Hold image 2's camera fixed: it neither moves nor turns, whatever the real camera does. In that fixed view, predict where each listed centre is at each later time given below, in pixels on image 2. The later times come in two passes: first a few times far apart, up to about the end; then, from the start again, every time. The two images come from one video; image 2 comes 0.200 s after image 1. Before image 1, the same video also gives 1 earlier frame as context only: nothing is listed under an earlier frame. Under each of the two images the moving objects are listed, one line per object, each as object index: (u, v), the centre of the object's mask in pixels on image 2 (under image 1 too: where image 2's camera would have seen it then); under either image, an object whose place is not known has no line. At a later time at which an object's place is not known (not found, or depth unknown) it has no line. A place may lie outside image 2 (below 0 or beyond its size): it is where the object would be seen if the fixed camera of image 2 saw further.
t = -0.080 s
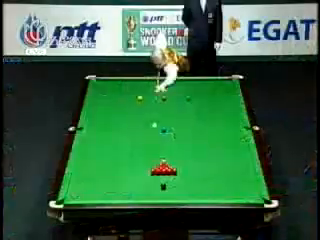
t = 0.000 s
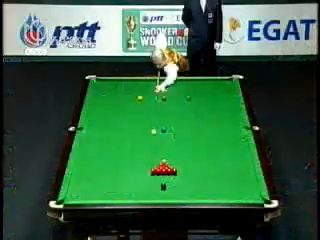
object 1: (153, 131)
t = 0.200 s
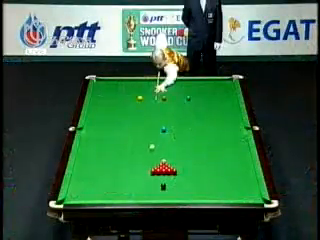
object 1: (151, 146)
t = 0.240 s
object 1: (151, 150)
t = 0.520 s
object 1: (144, 172)
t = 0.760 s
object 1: (120, 185)
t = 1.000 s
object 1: (97, 197)
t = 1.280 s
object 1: (71, 191)
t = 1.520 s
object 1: (90, 182)
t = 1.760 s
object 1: (106, 174)
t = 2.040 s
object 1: (123, 165)
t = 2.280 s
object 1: (137, 158)
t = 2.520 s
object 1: (149, 151)
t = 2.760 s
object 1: (161, 145)
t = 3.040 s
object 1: (174, 138)
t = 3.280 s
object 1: (184, 133)
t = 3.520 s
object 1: (195, 128)
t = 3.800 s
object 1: (205, 122)
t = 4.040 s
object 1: (213, 118)
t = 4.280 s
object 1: (221, 114)
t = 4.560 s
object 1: (230, 109)
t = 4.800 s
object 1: (236, 105)
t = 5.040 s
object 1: (232, 102)
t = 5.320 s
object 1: (227, 99)
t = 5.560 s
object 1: (223, 97)
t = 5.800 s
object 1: (219, 95)
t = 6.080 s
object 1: (216, 92)
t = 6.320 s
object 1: (212, 91)
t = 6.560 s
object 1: (210, 89)
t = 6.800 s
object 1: (207, 87)
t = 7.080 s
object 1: (204, 86)
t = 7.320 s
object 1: (202, 85)
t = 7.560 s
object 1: (200, 83)
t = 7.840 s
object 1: (198, 83)
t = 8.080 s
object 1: (197, 82)
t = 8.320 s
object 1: (195, 81)
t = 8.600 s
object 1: (194, 80)
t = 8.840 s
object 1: (193, 80)
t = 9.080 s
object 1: (192, 79)
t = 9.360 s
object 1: (192, 80)
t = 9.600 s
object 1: (192, 80)
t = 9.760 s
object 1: (192, 80)
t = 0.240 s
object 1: (151, 150)
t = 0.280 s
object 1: (150, 153)
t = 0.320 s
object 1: (150, 156)
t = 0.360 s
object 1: (150, 160)
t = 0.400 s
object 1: (149, 163)
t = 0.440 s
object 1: (149, 166)
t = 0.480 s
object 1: (147, 170)
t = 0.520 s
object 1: (144, 172)
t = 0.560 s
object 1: (139, 174)
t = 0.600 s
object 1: (135, 176)
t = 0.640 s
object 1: (132, 178)
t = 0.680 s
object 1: (128, 180)
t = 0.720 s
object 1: (124, 182)
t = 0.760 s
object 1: (120, 185)
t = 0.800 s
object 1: (116, 187)
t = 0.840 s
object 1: (112, 189)
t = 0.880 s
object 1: (108, 191)
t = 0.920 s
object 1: (105, 194)
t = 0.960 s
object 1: (100, 196)
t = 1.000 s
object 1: (97, 197)
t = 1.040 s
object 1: (92, 198)
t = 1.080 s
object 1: (88, 197)
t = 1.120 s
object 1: (83, 196)
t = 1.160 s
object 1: (79, 195)
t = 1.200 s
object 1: (75, 194)
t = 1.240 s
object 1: (71, 192)
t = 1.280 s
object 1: (71, 191)
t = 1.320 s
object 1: (75, 189)
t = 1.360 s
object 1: (78, 188)
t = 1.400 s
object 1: (81, 186)
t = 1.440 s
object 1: (84, 185)
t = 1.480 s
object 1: (87, 183)
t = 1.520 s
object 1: (90, 182)
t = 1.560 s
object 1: (92, 181)
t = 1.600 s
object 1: (95, 179)
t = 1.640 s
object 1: (98, 178)
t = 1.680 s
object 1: (100, 177)
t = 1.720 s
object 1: (103, 175)
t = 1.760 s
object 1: (106, 174)
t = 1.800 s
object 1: (108, 173)
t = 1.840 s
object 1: (111, 171)
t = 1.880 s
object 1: (113, 170)
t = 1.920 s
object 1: (115, 169)
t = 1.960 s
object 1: (118, 167)
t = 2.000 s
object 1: (121, 166)
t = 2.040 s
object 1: (123, 165)
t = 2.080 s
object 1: (125, 163)
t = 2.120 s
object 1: (128, 162)
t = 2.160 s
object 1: (130, 161)
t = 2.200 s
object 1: (132, 160)
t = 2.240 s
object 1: (134, 159)
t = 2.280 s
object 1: (137, 158)
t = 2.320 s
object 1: (139, 157)
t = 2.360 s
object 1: (141, 155)
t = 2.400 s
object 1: (143, 154)
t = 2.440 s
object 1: (146, 153)
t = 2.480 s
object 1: (147, 152)
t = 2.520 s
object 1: (149, 151)
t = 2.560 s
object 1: (151, 150)
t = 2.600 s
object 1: (153, 149)
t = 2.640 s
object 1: (156, 148)
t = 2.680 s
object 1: (157, 147)
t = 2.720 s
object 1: (159, 146)
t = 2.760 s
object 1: (161, 145)
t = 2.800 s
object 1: (163, 144)
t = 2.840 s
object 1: (165, 143)
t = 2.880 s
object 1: (167, 142)
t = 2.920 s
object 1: (169, 141)
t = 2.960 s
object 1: (171, 140)
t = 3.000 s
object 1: (172, 139)
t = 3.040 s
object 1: (174, 138)
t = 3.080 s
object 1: (176, 137)
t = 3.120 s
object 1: (178, 136)
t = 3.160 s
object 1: (180, 135)
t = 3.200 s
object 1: (181, 135)
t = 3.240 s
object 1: (183, 134)
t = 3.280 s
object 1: (184, 133)
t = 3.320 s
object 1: (186, 132)
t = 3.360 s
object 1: (188, 131)
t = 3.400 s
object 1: (190, 130)
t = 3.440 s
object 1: (191, 129)
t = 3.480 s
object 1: (193, 129)
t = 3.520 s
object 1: (195, 128)
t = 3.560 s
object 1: (196, 127)
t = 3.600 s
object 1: (198, 126)
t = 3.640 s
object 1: (199, 125)
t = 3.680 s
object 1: (201, 124)
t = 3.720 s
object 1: (202, 123)
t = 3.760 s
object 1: (203, 123)
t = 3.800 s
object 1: (205, 122)
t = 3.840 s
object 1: (206, 121)
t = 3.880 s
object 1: (208, 120)
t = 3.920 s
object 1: (209, 120)
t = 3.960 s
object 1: (211, 119)
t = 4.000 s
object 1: (212, 118)
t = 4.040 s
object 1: (213, 118)
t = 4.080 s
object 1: (215, 117)
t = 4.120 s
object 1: (216, 116)
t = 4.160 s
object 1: (218, 115)
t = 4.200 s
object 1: (219, 115)
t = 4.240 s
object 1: (220, 114)
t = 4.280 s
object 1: (221, 114)
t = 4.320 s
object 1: (223, 113)
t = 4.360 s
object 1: (224, 112)
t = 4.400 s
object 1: (225, 111)
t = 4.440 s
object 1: (227, 110)
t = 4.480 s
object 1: (228, 110)
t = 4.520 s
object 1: (229, 109)
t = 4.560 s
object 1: (230, 109)
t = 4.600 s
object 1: (231, 108)
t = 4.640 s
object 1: (233, 107)
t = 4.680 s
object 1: (234, 107)
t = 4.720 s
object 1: (235, 106)
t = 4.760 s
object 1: (236, 106)
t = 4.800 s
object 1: (236, 105)
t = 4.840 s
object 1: (235, 104)
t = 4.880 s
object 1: (235, 104)
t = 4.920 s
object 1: (234, 104)
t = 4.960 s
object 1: (233, 103)
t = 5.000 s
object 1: (232, 103)
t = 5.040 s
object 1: (232, 102)
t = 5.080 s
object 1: (231, 102)
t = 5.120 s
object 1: (230, 101)
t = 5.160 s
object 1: (230, 101)
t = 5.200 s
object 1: (229, 101)
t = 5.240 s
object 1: (228, 100)
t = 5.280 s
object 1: (228, 100)
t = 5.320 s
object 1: (227, 99)
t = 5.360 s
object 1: (226, 99)
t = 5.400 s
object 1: (226, 98)
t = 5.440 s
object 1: (225, 98)
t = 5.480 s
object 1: (224, 98)
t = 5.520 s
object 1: (224, 97)
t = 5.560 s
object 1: (223, 97)
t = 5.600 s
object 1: (222, 96)
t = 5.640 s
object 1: (222, 96)
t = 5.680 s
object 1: (221, 96)
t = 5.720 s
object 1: (221, 96)
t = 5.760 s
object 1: (220, 95)
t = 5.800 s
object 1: (219, 95)
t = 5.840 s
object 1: (219, 94)
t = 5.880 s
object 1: (218, 94)
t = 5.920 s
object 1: (218, 94)
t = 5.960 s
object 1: (217, 93)
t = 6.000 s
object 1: (217, 93)
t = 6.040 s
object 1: (216, 93)
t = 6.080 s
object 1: (216, 92)
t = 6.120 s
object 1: (215, 92)
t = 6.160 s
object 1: (214, 92)
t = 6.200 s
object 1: (214, 91)
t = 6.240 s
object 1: (214, 92)
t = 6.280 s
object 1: (213, 91)
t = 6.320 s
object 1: (212, 91)
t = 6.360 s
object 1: (212, 90)
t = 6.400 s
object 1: (211, 90)
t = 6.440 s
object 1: (211, 90)
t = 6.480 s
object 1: (210, 90)
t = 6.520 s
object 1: (210, 89)
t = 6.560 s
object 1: (210, 89)
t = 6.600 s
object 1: (209, 89)
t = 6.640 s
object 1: (209, 89)
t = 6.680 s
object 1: (208, 88)
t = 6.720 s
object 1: (208, 88)
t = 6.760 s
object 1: (208, 88)
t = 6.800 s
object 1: (207, 87)
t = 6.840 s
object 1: (207, 87)
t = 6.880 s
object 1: (206, 87)
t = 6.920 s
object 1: (206, 87)
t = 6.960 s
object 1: (206, 86)
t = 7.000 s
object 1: (205, 86)
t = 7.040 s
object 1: (204, 86)
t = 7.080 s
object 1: (204, 86)
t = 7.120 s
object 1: (204, 86)
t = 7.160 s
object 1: (204, 86)
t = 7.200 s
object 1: (204, 86)
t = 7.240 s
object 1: (203, 85)
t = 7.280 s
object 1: (202, 85)
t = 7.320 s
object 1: (202, 85)
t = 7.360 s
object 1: (202, 84)
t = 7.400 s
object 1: (202, 84)
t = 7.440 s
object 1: (201, 84)
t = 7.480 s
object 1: (201, 84)
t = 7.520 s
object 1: (201, 84)
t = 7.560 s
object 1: (200, 83)
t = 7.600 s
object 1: (200, 83)
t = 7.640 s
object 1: (199, 83)
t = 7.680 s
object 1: (199, 83)
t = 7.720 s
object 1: (199, 83)
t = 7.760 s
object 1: (199, 83)
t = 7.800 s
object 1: (198, 82)
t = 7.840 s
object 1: (198, 83)
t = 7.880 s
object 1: (198, 82)
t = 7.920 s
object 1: (198, 82)
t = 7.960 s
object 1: (197, 82)
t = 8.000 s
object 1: (197, 82)
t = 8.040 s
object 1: (197, 82)
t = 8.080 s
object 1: (197, 82)
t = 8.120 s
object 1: (196, 82)
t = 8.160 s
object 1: (196, 82)
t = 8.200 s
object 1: (196, 81)
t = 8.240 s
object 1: (195, 81)
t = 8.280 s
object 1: (195, 81)
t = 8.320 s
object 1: (195, 81)
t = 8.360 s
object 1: (195, 81)
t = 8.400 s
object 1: (195, 81)
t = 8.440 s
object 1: (195, 81)
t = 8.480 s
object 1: (194, 81)
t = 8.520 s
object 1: (194, 80)
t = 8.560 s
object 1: (194, 80)
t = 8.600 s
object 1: (194, 80)
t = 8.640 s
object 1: (194, 80)
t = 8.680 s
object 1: (194, 80)
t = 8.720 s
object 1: (194, 80)
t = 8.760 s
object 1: (193, 80)
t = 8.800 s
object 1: (193, 80)
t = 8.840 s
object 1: (193, 80)
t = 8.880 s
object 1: (193, 80)
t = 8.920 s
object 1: (193, 80)
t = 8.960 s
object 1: (193, 80)
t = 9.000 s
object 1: (193, 80)
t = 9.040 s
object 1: (192, 79)
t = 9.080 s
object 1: (192, 79)
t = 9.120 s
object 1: (192, 79)
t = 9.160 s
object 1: (192, 79)
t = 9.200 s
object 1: (192, 80)
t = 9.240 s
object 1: (192, 80)
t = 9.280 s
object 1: (192, 80)
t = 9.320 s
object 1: (192, 80)
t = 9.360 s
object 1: (192, 80)
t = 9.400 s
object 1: (192, 80)
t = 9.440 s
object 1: (192, 80)
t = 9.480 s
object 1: (192, 80)
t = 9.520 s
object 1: (192, 80)
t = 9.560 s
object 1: (192, 80)
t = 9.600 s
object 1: (192, 80)
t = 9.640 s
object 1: (192, 80)
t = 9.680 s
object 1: (192, 80)
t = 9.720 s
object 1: (192, 80)
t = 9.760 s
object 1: (192, 80)
